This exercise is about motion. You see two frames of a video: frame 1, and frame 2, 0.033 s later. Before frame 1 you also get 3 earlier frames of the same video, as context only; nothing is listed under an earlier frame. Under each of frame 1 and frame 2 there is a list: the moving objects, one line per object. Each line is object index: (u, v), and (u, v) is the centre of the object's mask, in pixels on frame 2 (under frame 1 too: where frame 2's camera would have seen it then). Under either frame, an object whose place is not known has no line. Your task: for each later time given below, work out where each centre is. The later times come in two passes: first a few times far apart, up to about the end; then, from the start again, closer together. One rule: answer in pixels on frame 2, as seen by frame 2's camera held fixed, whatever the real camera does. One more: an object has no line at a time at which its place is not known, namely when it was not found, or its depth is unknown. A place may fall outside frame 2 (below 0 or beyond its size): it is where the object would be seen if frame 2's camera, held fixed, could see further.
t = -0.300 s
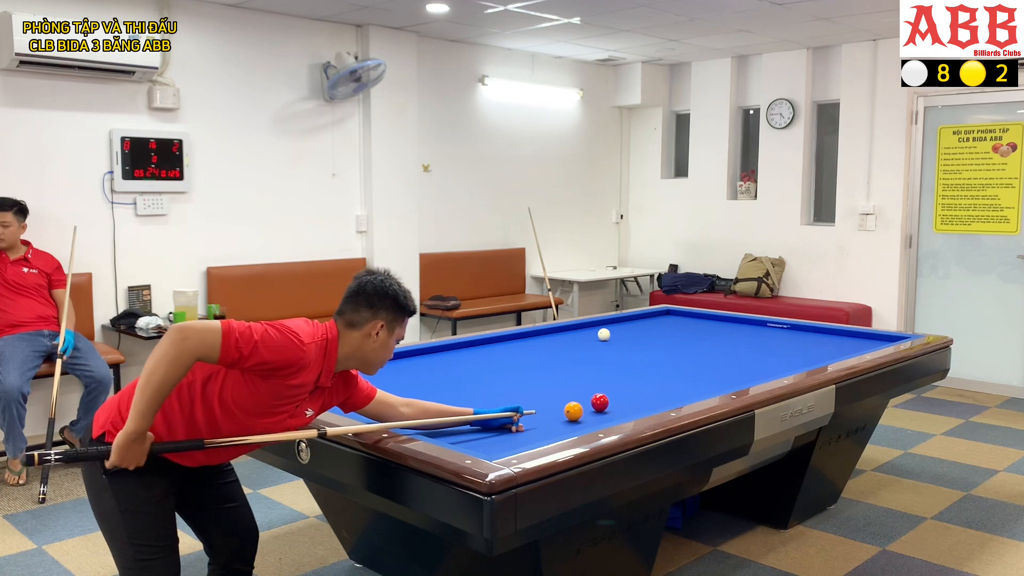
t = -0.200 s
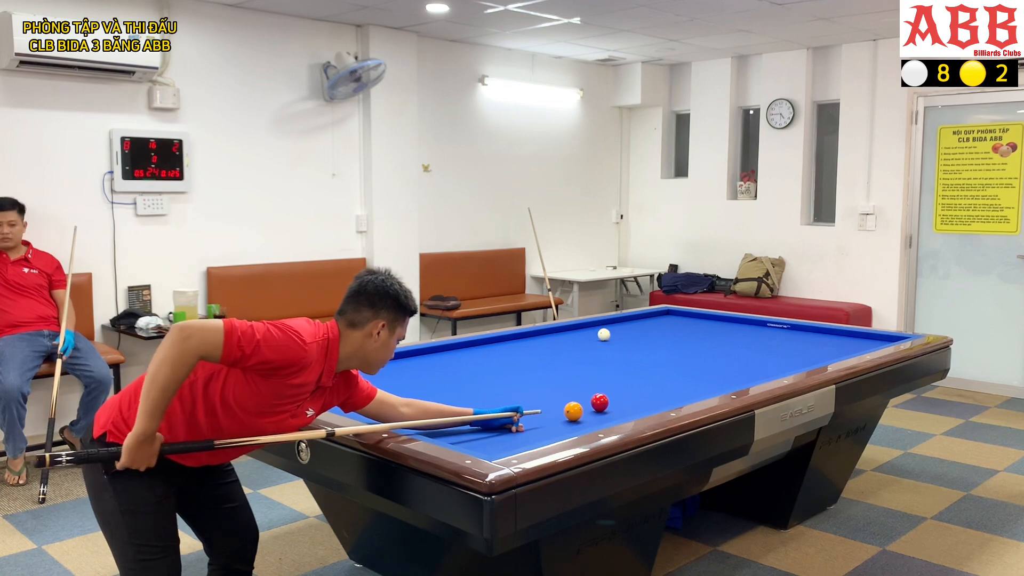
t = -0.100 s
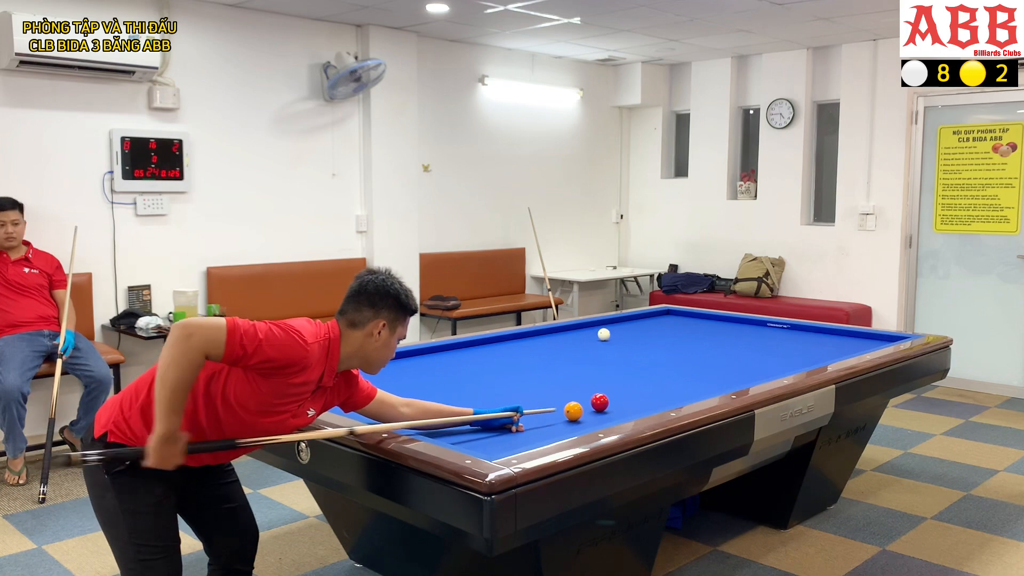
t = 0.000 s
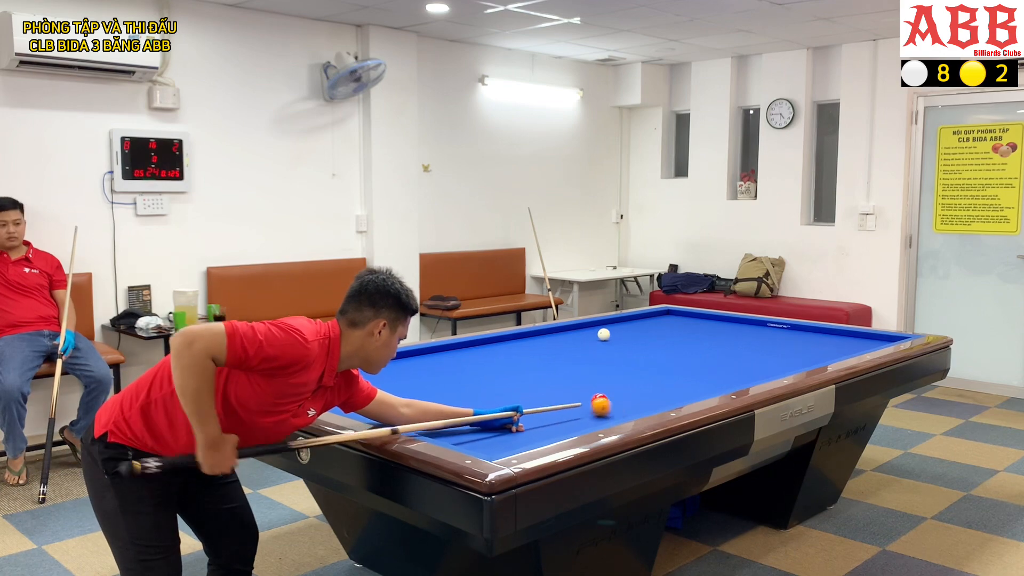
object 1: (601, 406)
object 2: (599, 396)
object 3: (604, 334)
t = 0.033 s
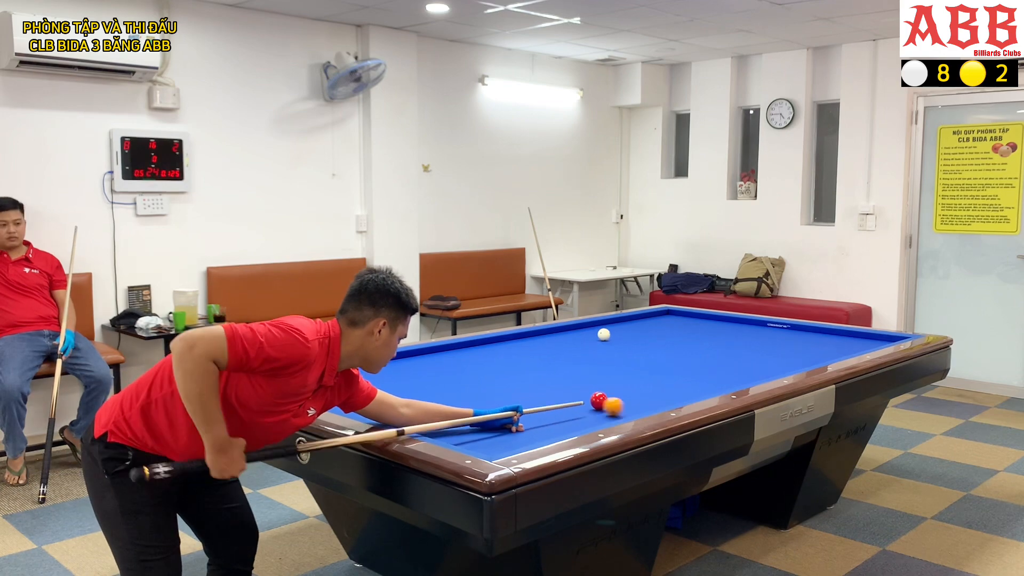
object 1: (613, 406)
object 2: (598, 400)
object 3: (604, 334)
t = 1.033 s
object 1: (713, 361)
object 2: (587, 370)
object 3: (604, 334)
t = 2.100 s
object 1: (749, 327)
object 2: (579, 348)
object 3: (604, 334)
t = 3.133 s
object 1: (660, 321)
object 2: (574, 333)
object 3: (604, 334)
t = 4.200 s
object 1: (596, 328)
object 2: (589, 325)
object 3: (604, 335)
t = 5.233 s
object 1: (569, 341)
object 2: (626, 325)
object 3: (617, 336)
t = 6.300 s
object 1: (533, 353)
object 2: (653, 325)
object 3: (631, 338)
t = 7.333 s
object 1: (499, 365)
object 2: (670, 325)
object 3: (636, 339)
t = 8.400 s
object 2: (679, 325)
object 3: (636, 339)
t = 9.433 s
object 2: (680, 325)
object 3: (636, 339)
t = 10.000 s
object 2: (680, 326)
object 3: (636, 339)
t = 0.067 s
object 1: (625, 406)
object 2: (598, 399)
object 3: (604, 334)
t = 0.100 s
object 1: (637, 405)
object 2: (598, 398)
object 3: (604, 334)
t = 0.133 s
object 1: (647, 404)
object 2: (597, 397)
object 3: (604, 334)
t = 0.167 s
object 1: (658, 403)
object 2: (597, 395)
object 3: (604, 334)
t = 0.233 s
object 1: (670, 400)
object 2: (596, 393)
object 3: (604, 334)
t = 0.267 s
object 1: (672, 398)
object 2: (596, 392)
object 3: (604, 334)
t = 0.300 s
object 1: (674, 397)
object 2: (595, 391)
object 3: (604, 334)
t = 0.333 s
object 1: (676, 395)
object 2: (595, 390)
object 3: (604, 334)
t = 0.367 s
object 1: (678, 394)
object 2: (595, 389)
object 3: (604, 334)
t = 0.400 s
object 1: (680, 392)
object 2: (594, 387)
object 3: (604, 334)
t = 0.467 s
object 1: (684, 388)
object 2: (593, 385)
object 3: (604, 334)
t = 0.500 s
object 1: (686, 386)
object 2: (593, 384)
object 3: (604, 334)
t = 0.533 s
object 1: (688, 384)
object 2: (593, 384)
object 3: (604, 334)
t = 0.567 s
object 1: (690, 382)
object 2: (592, 383)
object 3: (604, 334)
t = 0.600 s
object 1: (692, 381)
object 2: (592, 381)
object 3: (604, 334)
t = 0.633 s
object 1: (694, 379)
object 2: (591, 381)
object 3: (604, 334)
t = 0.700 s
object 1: (697, 376)
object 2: (591, 379)
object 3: (604, 334)
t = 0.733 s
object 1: (699, 374)
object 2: (590, 378)
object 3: (604, 334)
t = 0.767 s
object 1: (701, 373)
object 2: (590, 377)
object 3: (604, 334)
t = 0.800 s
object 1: (702, 371)
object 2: (590, 376)
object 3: (604, 334)
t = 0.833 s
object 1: (704, 369)
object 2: (589, 375)
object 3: (604, 334)
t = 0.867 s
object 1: (705, 368)
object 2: (589, 374)
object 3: (604, 334)
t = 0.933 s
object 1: (709, 365)
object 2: (588, 372)
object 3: (604, 334)
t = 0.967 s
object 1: (710, 364)
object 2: (588, 371)
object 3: (604, 334)
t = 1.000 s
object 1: (711, 362)
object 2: (588, 371)
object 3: (604, 334)
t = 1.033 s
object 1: (713, 361)
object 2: (587, 370)
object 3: (604, 334)
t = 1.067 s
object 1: (715, 360)
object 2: (587, 369)
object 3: (604, 334)
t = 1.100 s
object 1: (716, 358)
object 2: (587, 368)
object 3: (604, 334)
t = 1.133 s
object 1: (717, 357)
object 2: (586, 367)
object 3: (604, 334)
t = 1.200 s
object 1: (720, 354)
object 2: (586, 366)
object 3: (604, 334)
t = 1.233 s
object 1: (721, 353)
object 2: (585, 365)
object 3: (604, 334)
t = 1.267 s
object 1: (723, 352)
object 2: (585, 364)
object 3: (604, 334)
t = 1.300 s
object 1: (724, 351)
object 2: (585, 364)
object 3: (604, 334)
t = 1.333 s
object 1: (725, 350)
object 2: (585, 363)
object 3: (604, 334)
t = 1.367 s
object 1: (726, 348)
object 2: (584, 362)
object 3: (604, 334)
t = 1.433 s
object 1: (729, 346)
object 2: (584, 361)
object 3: (604, 334)
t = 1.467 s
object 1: (730, 345)
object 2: (583, 360)
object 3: (604, 334)
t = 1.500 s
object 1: (731, 344)
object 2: (583, 359)
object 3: (604, 334)
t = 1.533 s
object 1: (732, 343)
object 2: (583, 359)
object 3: (604, 334)
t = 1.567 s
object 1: (733, 342)
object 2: (582, 358)
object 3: (604, 334)
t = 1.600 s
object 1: (734, 341)
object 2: (582, 357)
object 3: (604, 334)
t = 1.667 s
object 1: (736, 339)
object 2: (582, 356)
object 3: (604, 334)
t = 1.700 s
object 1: (738, 338)
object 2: (581, 355)
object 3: (604, 334)
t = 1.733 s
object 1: (739, 337)
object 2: (581, 355)
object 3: (604, 334)
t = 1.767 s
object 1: (739, 336)
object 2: (581, 354)
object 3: (604, 334)
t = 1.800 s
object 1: (741, 335)
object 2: (581, 353)
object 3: (604, 334)
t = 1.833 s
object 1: (742, 334)
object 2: (580, 353)
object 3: (604, 334)
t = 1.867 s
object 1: (742, 333)
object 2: (580, 352)
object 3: (604, 334)
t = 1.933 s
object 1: (744, 331)
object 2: (580, 351)
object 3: (604, 334)
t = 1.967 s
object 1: (745, 331)
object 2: (580, 350)
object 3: (604, 334)
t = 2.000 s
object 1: (746, 330)
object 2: (579, 350)
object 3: (604, 334)
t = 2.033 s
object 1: (747, 329)
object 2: (579, 349)
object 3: (604, 334)
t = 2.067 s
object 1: (748, 328)
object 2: (579, 349)
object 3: (604, 334)
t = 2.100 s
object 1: (749, 327)
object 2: (579, 348)
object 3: (604, 334)
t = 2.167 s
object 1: (751, 326)
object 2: (578, 347)
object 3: (604, 334)
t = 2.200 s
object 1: (751, 325)
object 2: (578, 346)
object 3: (604, 334)
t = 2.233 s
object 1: (752, 324)
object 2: (578, 346)
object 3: (604, 334)
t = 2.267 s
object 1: (753, 323)
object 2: (578, 345)
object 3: (604, 334)
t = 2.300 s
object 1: (754, 322)
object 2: (578, 345)
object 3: (604, 334)
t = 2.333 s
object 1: (755, 322)
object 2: (577, 344)
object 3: (604, 334)
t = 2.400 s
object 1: (751, 321)
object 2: (577, 343)
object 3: (604, 334)
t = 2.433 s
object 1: (746, 321)
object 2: (577, 343)
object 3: (604, 334)
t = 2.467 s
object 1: (741, 321)
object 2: (577, 342)
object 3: (604, 334)
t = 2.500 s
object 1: (737, 321)
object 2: (577, 342)
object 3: (604, 334)
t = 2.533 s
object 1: (733, 321)
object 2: (576, 341)
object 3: (604, 334)
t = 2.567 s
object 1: (729, 321)
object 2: (576, 341)
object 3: (604, 334)
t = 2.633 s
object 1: (720, 321)
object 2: (576, 340)
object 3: (604, 334)
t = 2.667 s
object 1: (716, 321)
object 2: (576, 339)
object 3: (604, 334)
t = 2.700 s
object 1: (712, 321)
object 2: (576, 339)
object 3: (604, 334)
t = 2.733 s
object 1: (708, 321)
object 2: (575, 339)
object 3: (604, 334)
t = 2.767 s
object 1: (704, 321)
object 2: (575, 338)
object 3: (604, 334)
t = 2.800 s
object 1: (700, 321)
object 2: (575, 337)
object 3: (604, 334)
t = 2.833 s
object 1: (696, 321)
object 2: (575, 337)
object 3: (604, 334)
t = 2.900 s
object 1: (688, 321)
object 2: (574, 336)
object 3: (604, 334)
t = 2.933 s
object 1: (684, 321)
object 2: (574, 336)
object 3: (604, 334)
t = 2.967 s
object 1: (680, 321)
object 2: (574, 335)
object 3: (604, 334)
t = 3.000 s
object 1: (676, 321)
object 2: (574, 335)
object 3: (604, 334)
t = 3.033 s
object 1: (672, 321)
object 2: (574, 334)
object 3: (604, 334)
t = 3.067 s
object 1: (668, 321)
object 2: (574, 334)
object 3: (604, 334)
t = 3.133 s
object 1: (660, 321)
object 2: (574, 333)
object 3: (604, 334)
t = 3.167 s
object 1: (656, 321)
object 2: (573, 333)
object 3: (604, 334)
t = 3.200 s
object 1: (652, 321)
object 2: (573, 332)
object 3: (604, 334)
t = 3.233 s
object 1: (648, 321)
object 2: (573, 332)
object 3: (604, 334)
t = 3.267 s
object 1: (644, 321)
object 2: (573, 331)
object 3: (604, 334)
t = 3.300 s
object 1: (640, 321)
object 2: (573, 331)
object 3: (604, 334)
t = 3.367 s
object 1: (632, 321)
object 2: (573, 330)
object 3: (604, 334)
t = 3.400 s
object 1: (628, 321)
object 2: (573, 330)
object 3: (604, 334)
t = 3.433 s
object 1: (624, 321)
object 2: (573, 329)
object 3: (604, 334)
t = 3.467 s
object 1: (620, 321)
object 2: (572, 329)
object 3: (604, 334)
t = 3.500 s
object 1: (617, 321)
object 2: (572, 329)
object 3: (604, 334)
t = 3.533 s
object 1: (613, 321)
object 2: (572, 328)
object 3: (604, 334)
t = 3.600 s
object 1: (605, 321)
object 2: (572, 328)
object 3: (604, 335)
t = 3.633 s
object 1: (603, 321)
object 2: (572, 327)
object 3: (604, 335)
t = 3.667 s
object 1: (603, 322)
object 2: (572, 327)
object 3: (604, 335)
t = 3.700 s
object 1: (602, 322)
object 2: (572, 327)
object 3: (604, 335)
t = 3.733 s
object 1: (602, 322)
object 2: (572, 326)
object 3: (604, 335)
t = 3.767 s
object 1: (601, 323)
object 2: (573, 326)
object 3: (604, 335)
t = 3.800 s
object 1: (601, 323)
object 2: (575, 326)
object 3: (604, 335)
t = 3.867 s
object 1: (600, 324)
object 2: (577, 326)
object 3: (604, 335)
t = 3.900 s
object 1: (600, 324)
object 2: (579, 326)
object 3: (604, 335)
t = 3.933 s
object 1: (599, 325)
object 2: (580, 326)
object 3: (604, 335)
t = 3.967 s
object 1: (599, 325)
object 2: (582, 326)
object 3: (604, 335)
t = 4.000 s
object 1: (598, 325)
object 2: (583, 326)
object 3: (604, 335)
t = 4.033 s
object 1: (598, 326)
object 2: (584, 326)
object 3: (604, 335)
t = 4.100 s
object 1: (597, 327)
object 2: (587, 326)
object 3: (604, 335)
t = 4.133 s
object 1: (597, 327)
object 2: (588, 326)
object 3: (604, 335)
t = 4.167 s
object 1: (596, 328)
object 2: (588, 325)
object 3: (604, 335)
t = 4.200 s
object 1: (596, 328)
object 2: (589, 325)
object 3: (604, 335)
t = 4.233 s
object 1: (595, 329)
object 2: (590, 325)
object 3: (604, 335)
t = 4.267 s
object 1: (595, 329)
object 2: (592, 324)
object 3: (604, 335)
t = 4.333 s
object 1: (595, 330)
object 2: (596, 323)
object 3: (604, 335)
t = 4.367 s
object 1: (594, 331)
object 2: (598, 323)
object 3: (604, 335)
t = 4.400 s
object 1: (594, 331)
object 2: (599, 324)
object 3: (604, 335)
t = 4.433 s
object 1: (593, 332)
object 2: (600, 324)
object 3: (604, 335)
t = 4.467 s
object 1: (593, 333)
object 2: (601, 324)
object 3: (604, 335)
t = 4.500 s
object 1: (593, 333)
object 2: (602, 324)
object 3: (604, 335)
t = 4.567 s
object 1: (591, 334)
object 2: (604, 324)
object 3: (605, 335)
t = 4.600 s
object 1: (590, 334)
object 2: (606, 324)
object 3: (606, 335)
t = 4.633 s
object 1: (589, 335)
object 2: (607, 325)
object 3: (606, 335)
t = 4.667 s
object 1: (588, 335)
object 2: (608, 325)
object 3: (607, 335)
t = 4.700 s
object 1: (587, 335)
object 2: (609, 325)
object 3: (608, 335)
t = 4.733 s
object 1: (586, 336)
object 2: (610, 325)
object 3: (608, 335)
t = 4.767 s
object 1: (585, 336)
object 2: (612, 325)
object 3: (609, 335)
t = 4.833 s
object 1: (583, 337)
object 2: (614, 325)
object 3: (610, 335)
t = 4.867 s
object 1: (582, 337)
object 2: (615, 325)
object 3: (611, 336)
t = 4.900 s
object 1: (580, 338)
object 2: (616, 325)
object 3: (612, 336)
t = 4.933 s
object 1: (579, 338)
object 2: (617, 325)
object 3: (612, 336)
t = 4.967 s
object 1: (578, 338)
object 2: (618, 325)
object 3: (613, 336)
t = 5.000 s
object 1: (577, 339)
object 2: (619, 325)
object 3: (613, 336)
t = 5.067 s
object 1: (575, 339)
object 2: (621, 325)
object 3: (615, 336)
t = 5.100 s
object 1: (574, 340)
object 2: (622, 325)
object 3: (615, 336)
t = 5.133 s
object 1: (573, 340)
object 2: (623, 326)
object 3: (616, 336)
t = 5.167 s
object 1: (571, 340)
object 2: (624, 326)
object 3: (616, 336)
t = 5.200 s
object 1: (570, 341)
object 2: (625, 326)
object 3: (617, 336)
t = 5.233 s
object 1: (569, 341)
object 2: (626, 325)
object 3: (617, 336)
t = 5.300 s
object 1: (567, 342)
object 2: (628, 326)
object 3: (618, 337)
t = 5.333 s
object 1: (566, 342)
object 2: (629, 326)
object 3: (619, 337)
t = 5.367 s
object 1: (565, 343)
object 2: (630, 326)
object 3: (620, 337)
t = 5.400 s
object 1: (564, 343)
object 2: (631, 325)
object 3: (620, 337)
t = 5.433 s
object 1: (562, 343)
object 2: (632, 326)
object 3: (620, 337)
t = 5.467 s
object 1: (561, 344)
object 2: (633, 325)
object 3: (621, 337)
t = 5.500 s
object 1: (560, 344)
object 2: (634, 325)
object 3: (621, 337)
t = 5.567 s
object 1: (558, 345)
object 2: (635, 325)
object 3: (622, 337)
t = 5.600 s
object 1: (557, 345)
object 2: (636, 325)
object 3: (623, 337)
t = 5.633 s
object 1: (556, 346)
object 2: (637, 325)
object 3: (623, 337)
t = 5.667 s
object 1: (555, 346)
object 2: (638, 325)
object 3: (624, 337)
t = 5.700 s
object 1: (553, 347)
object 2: (639, 325)
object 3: (624, 337)
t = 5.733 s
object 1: (553, 347)
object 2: (640, 325)
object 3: (625, 337)
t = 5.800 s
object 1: (550, 347)
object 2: (641, 325)
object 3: (626, 337)
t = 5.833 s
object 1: (549, 348)
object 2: (642, 325)
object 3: (626, 338)
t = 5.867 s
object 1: (548, 348)
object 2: (643, 325)
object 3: (626, 338)
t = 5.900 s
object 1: (547, 349)
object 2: (644, 325)
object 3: (627, 338)
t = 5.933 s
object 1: (546, 349)
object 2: (645, 325)
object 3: (627, 338)
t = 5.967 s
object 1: (544, 349)
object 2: (646, 325)
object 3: (628, 338)
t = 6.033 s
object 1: (542, 350)
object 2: (647, 325)
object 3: (628, 338)
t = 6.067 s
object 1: (541, 351)
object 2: (648, 325)
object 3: (629, 338)
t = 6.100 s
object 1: (540, 351)
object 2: (648, 325)
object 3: (629, 338)
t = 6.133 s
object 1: (539, 352)
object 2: (649, 325)
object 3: (629, 338)
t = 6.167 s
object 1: (538, 352)
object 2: (650, 325)
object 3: (630, 338)
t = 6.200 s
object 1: (537, 352)
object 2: (651, 325)
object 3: (630, 338)
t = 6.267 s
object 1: (534, 353)
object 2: (652, 325)
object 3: (631, 338)
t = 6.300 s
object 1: (533, 353)
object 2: (653, 325)
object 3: (631, 338)
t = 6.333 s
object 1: (532, 353)
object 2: (653, 325)
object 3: (631, 338)
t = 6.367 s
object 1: (531, 354)
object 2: (654, 325)
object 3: (631, 339)
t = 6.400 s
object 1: (530, 354)
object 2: (655, 325)
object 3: (632, 339)
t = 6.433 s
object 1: (529, 355)
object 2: (656, 325)
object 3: (632, 339)
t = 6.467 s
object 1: (528, 355)
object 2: (656, 325)
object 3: (632, 339)
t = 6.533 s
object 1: (525, 356)
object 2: (657, 325)
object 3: (633, 339)
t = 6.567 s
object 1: (524, 356)
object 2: (658, 325)
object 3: (633, 339)
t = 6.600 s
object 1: (523, 357)
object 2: (659, 325)
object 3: (633, 339)
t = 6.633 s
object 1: (522, 357)
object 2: (659, 325)
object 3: (633, 339)
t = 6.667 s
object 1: (521, 357)
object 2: (660, 325)
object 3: (633, 339)
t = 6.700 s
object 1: (520, 358)
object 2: (661, 325)
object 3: (634, 339)
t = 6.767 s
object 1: (518, 359)
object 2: (662, 325)
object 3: (634, 339)
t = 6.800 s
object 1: (517, 359)
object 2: (662, 325)
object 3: (634, 339)
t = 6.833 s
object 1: (516, 359)
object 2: (663, 325)
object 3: (634, 339)
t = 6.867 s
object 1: (514, 360)
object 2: (663, 325)
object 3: (634, 339)
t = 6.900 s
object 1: (513, 360)
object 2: (664, 325)
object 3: (635, 339)
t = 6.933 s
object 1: (512, 360)
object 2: (664, 325)
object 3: (635, 339)
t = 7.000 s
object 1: (510, 361)
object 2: (666, 325)
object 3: (635, 339)
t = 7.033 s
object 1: (509, 362)
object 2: (666, 325)
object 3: (635, 339)
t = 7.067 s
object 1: (508, 362)
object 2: (667, 325)
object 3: (635, 339)
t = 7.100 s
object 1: (507, 362)
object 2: (667, 325)
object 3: (636, 339)
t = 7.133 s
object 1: (506, 363)
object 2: (667, 325)
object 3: (636, 339)
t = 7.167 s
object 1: (504, 363)
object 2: (668, 325)
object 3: (636, 339)
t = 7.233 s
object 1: (502, 364)
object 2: (669, 325)
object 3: (636, 339)
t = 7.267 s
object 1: (501, 364)
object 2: (669, 325)
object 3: (636, 339)
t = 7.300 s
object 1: (500, 365)
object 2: (670, 325)
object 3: (636, 339)
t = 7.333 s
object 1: (499, 365)
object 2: (670, 325)
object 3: (636, 339)
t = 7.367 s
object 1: (498, 365)
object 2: (671, 325)
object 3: (636, 339)
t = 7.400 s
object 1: (497, 366)
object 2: (671, 325)
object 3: (637, 339)
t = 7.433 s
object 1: (495, 366)
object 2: (672, 325)
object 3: (637, 339)
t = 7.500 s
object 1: (493, 367)
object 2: (672, 325)
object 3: (637, 339)
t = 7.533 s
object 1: (492, 367)
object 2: (673, 325)
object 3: (637, 339)
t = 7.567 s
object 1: (491, 368)
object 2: (673, 325)
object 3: (637, 339)
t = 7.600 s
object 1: (490, 368)
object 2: (673, 325)
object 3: (637, 339)
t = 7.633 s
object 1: (489, 368)
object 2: (674, 325)
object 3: (636, 339)
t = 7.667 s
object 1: (488, 369)
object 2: (674, 325)
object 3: (636, 339)
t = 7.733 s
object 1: (486, 369)
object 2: (675, 325)
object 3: (636, 339)
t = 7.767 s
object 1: (485, 370)
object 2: (675, 325)
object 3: (636, 339)
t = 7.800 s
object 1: (483, 370)
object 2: (675, 325)
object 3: (636, 339)
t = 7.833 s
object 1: (482, 371)
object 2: (676, 325)
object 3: (636, 339)
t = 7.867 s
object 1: (481, 371)
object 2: (676, 325)
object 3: (636, 339)
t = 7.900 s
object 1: (480, 371)
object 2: (676, 325)
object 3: (636, 339)
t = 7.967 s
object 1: (478, 372)
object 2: (677, 325)
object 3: (636, 339)
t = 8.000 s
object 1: (477, 372)
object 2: (677, 325)
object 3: (636, 339)
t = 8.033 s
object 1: (476, 373)
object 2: (677, 325)
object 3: (636, 339)
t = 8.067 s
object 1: (475, 373)
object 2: (677, 325)
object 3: (636, 339)
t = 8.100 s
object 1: (474, 373)
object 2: (678, 325)
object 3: (636, 339)
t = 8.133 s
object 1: (473, 374)
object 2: (678, 325)
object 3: (636, 339)
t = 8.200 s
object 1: (471, 374)
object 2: (678, 325)
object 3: (636, 339)
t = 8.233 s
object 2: (678, 325)
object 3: (636, 339)
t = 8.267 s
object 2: (678, 325)
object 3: (636, 339)
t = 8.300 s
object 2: (679, 325)
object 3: (636, 339)
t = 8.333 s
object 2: (679, 325)
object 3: (636, 339)
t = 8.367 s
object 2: (679, 325)
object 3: (636, 339)
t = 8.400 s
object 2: (679, 325)
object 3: (636, 339)
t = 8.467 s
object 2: (679, 325)
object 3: (636, 339)
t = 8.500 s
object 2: (680, 325)
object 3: (636, 339)
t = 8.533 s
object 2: (680, 326)
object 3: (636, 339)
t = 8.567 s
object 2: (680, 326)
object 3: (636, 339)
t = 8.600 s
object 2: (680, 326)
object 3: (636, 339)
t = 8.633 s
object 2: (680, 326)
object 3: (636, 339)
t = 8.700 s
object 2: (680, 325)
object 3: (636, 339)
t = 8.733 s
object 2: (680, 326)
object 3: (636, 340)
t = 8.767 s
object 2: (680, 326)
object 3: (636, 339)
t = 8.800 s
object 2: (680, 326)
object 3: (636, 339)
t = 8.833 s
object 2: (680, 325)
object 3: (636, 339)
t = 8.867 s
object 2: (680, 325)
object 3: (636, 339)
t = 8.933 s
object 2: (680, 325)
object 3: (636, 339)
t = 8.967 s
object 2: (680, 325)
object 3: (636, 339)
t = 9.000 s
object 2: (680, 325)
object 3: (636, 339)
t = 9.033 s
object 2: (680, 325)
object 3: (636, 339)
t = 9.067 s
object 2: (680, 325)
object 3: (636, 339)
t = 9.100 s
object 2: (680, 325)
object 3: (636, 339)
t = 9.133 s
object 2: (680, 326)
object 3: (636, 339)
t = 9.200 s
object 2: (680, 325)
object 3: (636, 339)
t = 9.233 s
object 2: (680, 326)
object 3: (636, 339)
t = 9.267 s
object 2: (680, 325)
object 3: (636, 339)
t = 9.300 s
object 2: (680, 326)
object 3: (636, 339)
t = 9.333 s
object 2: (680, 326)
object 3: (636, 339)
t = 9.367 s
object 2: (680, 326)
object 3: (636, 339)
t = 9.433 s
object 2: (680, 325)
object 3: (636, 339)
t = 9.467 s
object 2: (680, 326)
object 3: (636, 339)
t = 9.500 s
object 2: (680, 325)
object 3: (636, 339)
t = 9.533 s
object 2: (680, 325)
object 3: (636, 339)
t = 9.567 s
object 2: (680, 326)
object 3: (636, 339)
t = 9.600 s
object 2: (680, 325)
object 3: (636, 339)
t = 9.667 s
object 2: (680, 326)
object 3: (636, 339)
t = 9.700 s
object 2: (680, 326)
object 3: (636, 339)
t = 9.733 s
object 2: (680, 326)
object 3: (636, 339)
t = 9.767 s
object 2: (680, 325)
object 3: (636, 339)
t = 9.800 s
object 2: (680, 326)
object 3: (636, 339)
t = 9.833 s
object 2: (680, 325)
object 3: (636, 339)
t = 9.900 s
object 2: (680, 325)
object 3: (636, 339)
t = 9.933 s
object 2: (680, 325)
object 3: (636, 339)
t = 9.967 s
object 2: (680, 325)
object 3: (636, 339)
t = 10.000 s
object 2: (680, 326)
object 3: (636, 339)
